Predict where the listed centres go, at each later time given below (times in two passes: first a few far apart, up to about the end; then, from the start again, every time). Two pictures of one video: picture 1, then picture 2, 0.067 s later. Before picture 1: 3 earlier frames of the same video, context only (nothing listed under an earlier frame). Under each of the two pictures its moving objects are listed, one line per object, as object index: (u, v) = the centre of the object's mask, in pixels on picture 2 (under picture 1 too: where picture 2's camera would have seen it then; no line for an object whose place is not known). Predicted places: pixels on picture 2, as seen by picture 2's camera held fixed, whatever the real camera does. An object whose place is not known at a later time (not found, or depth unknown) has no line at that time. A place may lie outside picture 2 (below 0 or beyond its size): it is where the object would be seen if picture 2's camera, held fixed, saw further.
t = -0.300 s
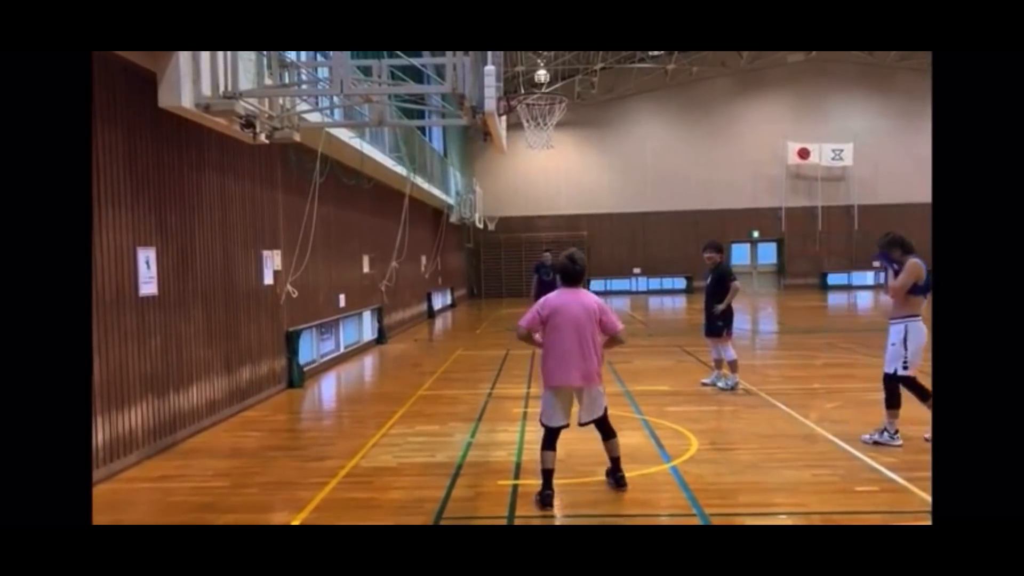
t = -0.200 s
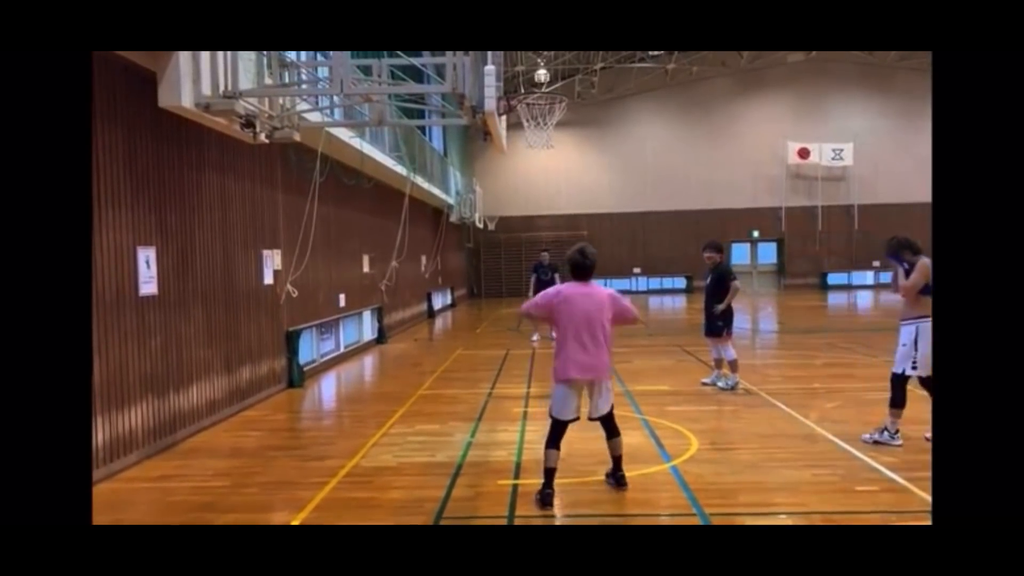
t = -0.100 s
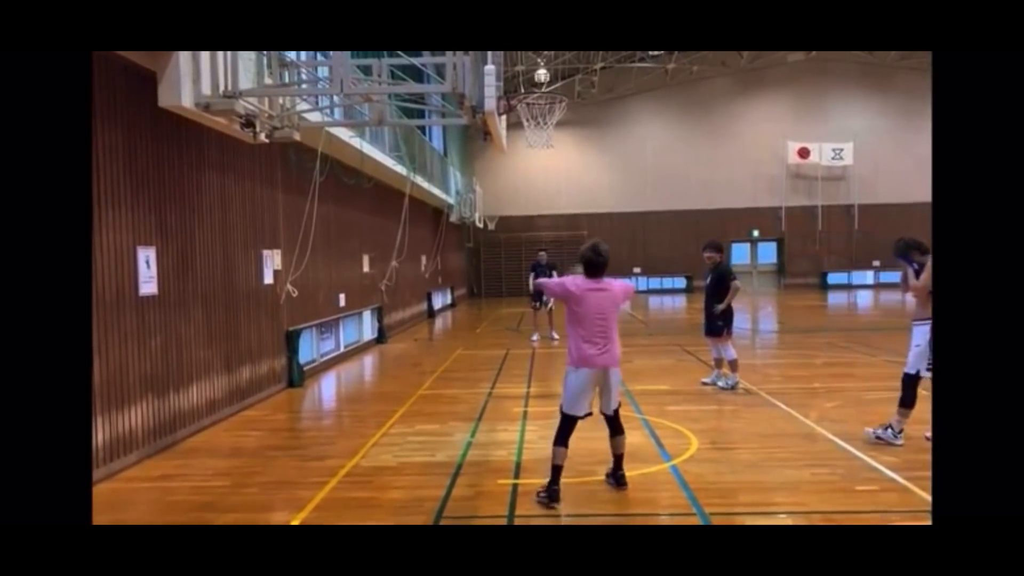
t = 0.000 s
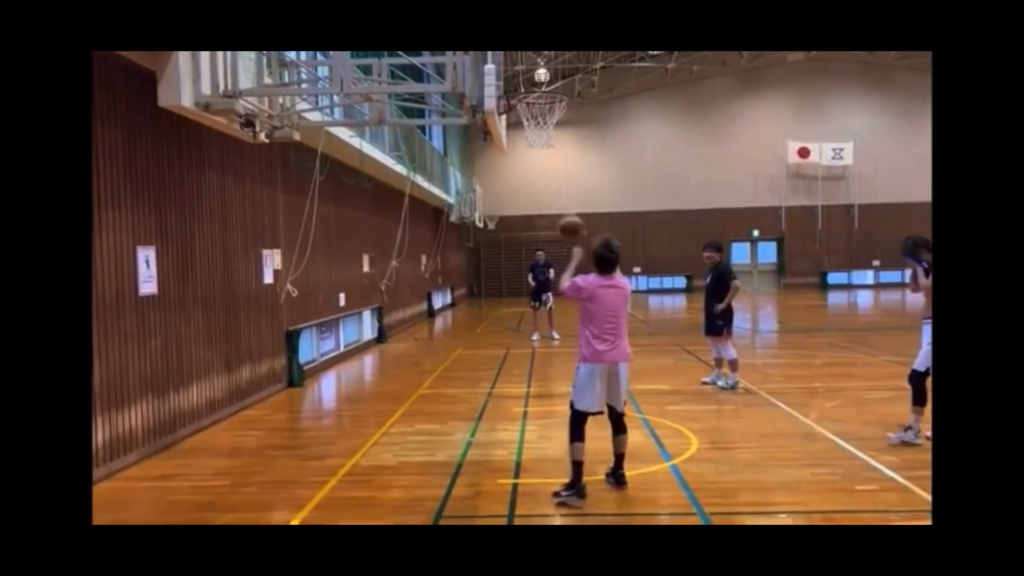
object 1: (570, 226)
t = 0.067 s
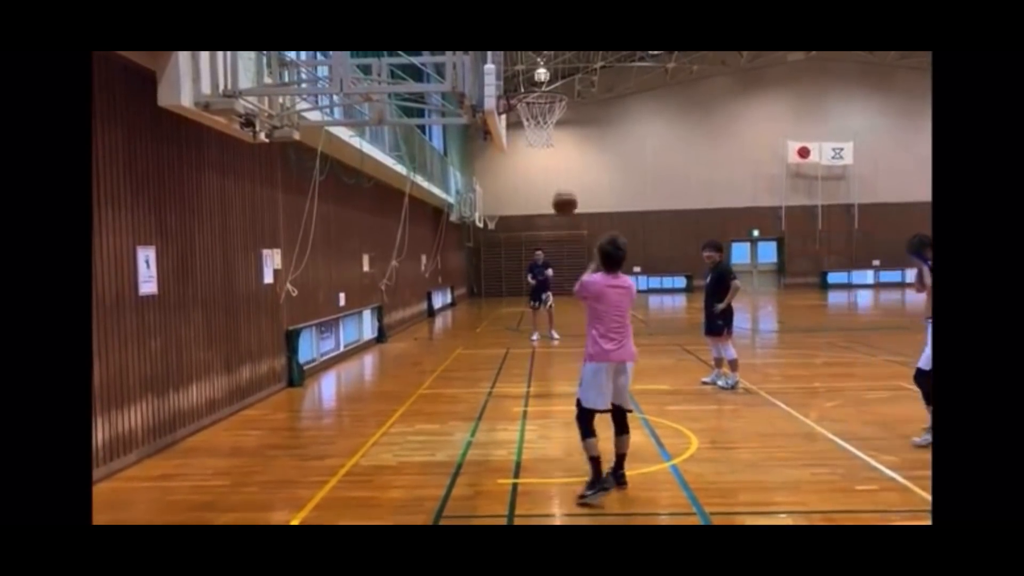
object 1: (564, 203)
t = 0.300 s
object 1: (553, 168)
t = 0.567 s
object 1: (545, 184)
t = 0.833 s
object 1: (543, 230)
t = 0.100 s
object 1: (562, 194)
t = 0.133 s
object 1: (560, 186)
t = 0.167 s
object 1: (558, 181)
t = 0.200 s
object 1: (556, 176)
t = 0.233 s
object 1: (555, 172)
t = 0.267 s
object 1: (554, 170)
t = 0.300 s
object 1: (553, 168)
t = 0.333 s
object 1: (551, 168)
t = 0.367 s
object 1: (550, 168)
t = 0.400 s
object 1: (549, 169)
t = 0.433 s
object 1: (548, 170)
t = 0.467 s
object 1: (547, 173)
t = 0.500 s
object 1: (547, 176)
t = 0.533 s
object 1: (546, 179)
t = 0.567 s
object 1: (545, 184)
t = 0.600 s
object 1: (545, 188)
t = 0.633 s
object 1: (544, 193)
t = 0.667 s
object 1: (543, 199)
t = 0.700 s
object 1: (543, 205)
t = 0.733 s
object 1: (543, 211)
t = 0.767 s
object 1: (542, 217)
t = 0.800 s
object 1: (542, 221)
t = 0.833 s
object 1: (543, 230)
